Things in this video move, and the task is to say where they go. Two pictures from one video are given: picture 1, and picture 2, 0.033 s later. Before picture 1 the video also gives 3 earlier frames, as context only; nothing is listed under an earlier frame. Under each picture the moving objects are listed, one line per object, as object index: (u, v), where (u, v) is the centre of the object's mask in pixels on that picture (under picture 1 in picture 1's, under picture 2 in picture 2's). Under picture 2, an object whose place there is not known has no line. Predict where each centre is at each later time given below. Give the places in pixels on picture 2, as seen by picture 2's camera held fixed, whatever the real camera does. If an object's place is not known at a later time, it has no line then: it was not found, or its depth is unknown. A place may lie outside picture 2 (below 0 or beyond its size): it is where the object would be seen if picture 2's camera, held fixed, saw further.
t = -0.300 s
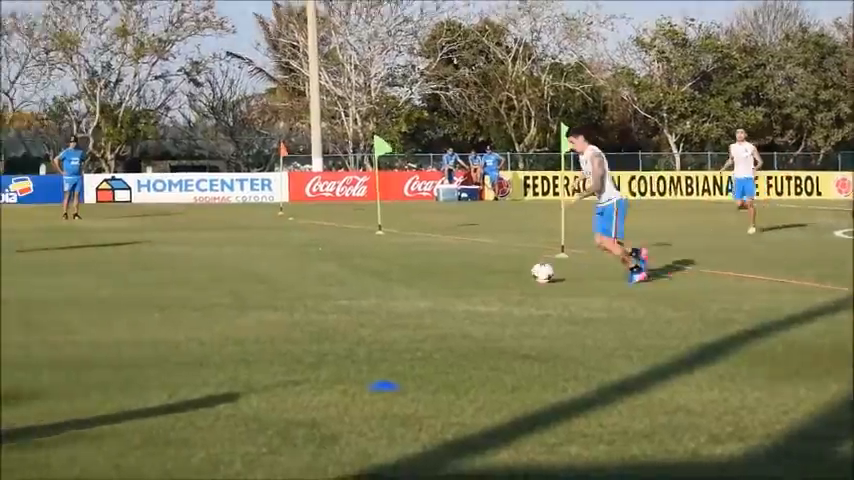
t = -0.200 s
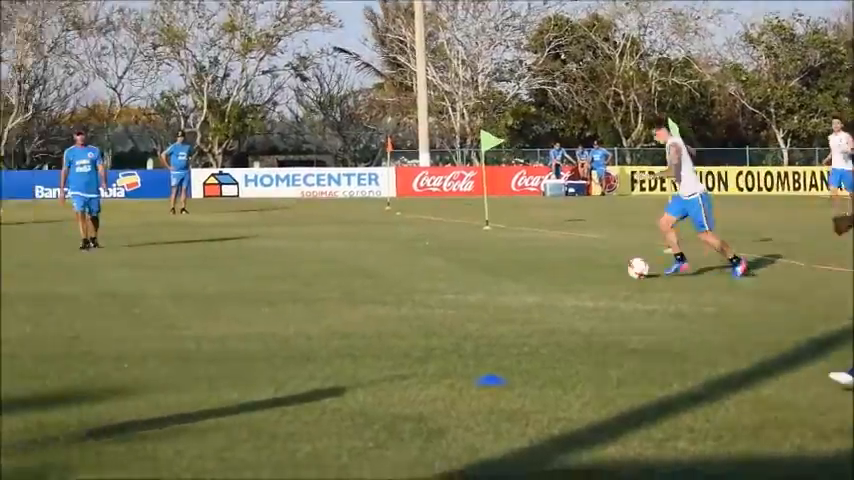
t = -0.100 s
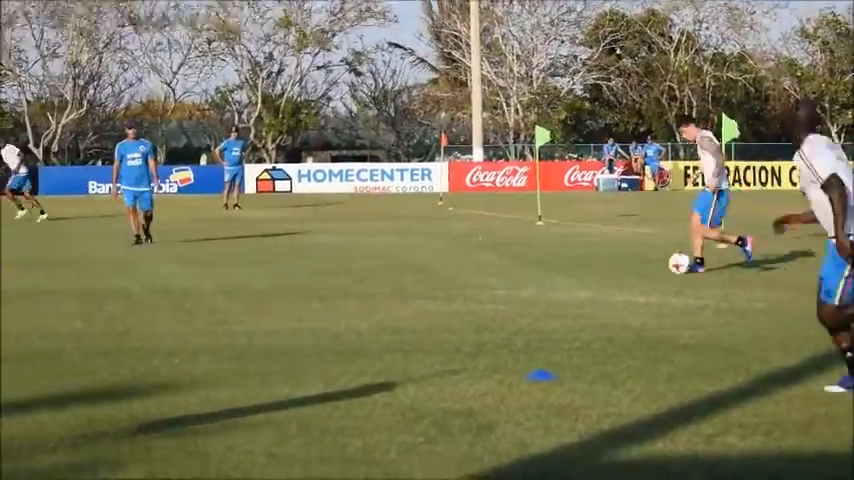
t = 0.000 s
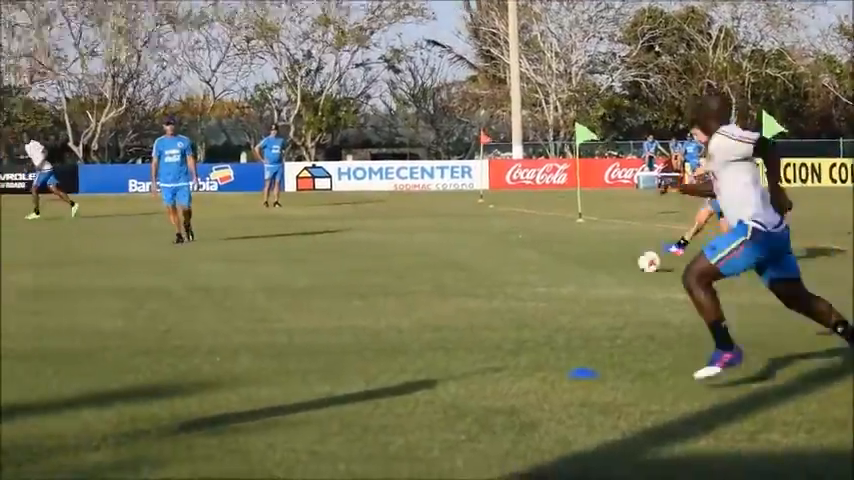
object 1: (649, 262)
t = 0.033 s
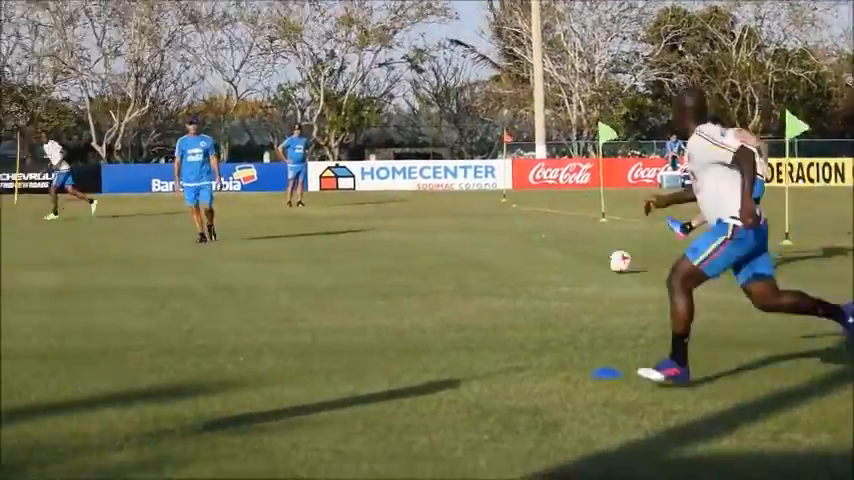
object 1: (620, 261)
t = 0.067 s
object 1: (573, 261)
